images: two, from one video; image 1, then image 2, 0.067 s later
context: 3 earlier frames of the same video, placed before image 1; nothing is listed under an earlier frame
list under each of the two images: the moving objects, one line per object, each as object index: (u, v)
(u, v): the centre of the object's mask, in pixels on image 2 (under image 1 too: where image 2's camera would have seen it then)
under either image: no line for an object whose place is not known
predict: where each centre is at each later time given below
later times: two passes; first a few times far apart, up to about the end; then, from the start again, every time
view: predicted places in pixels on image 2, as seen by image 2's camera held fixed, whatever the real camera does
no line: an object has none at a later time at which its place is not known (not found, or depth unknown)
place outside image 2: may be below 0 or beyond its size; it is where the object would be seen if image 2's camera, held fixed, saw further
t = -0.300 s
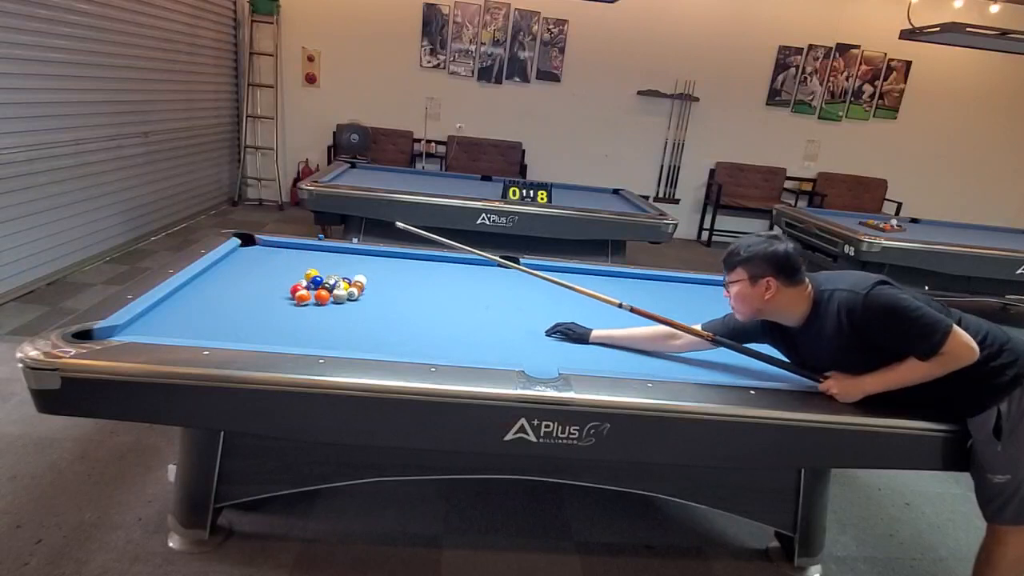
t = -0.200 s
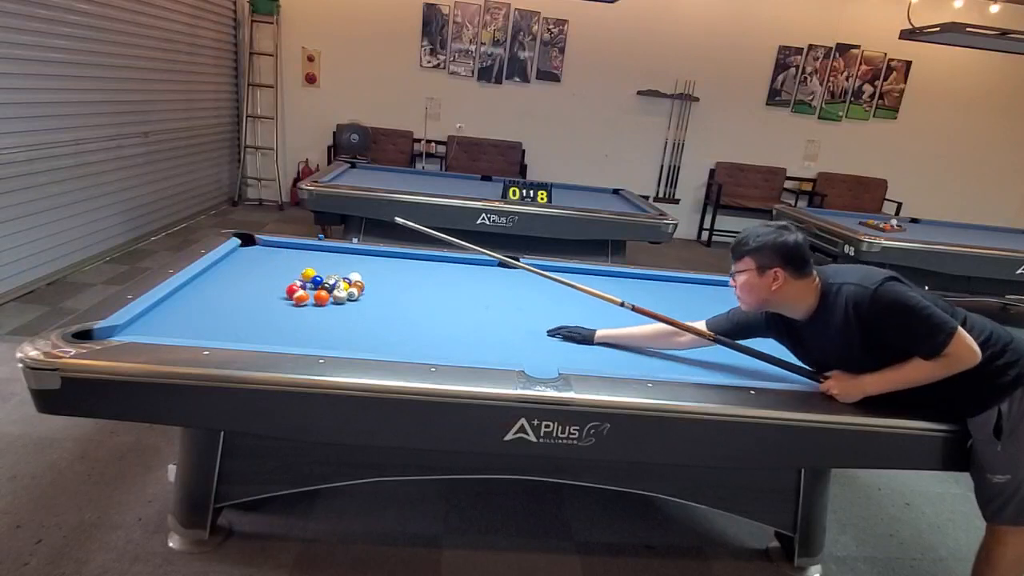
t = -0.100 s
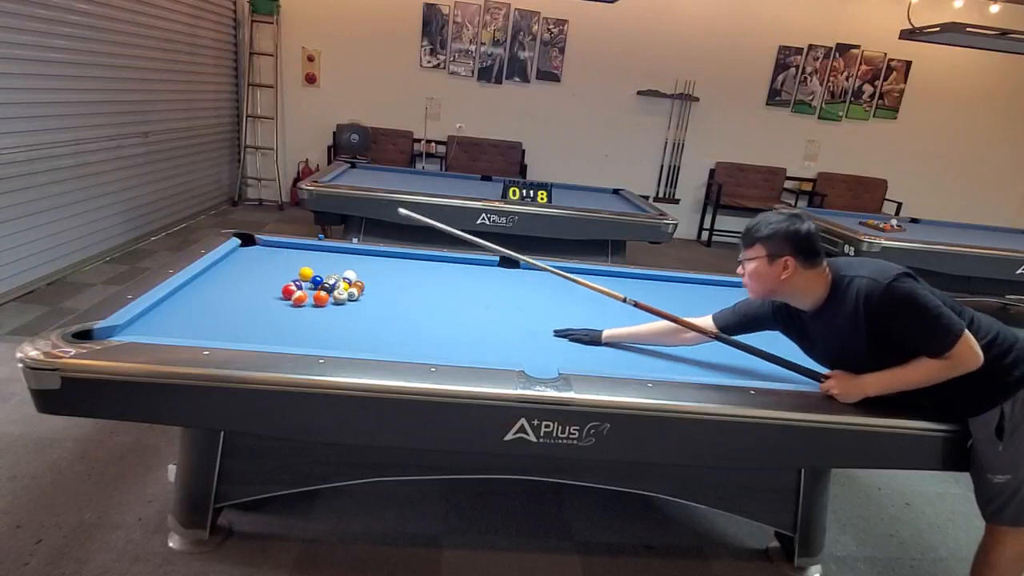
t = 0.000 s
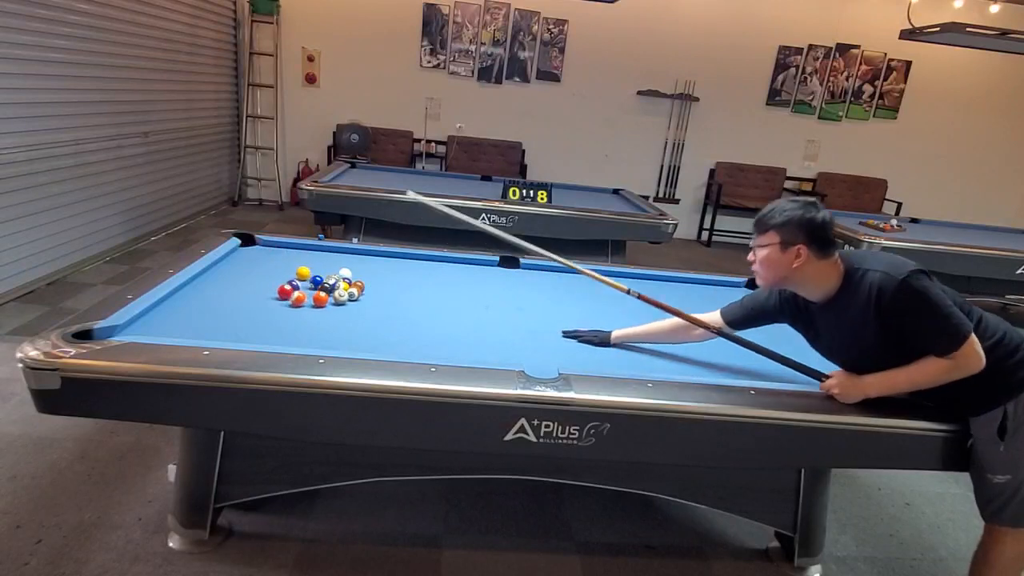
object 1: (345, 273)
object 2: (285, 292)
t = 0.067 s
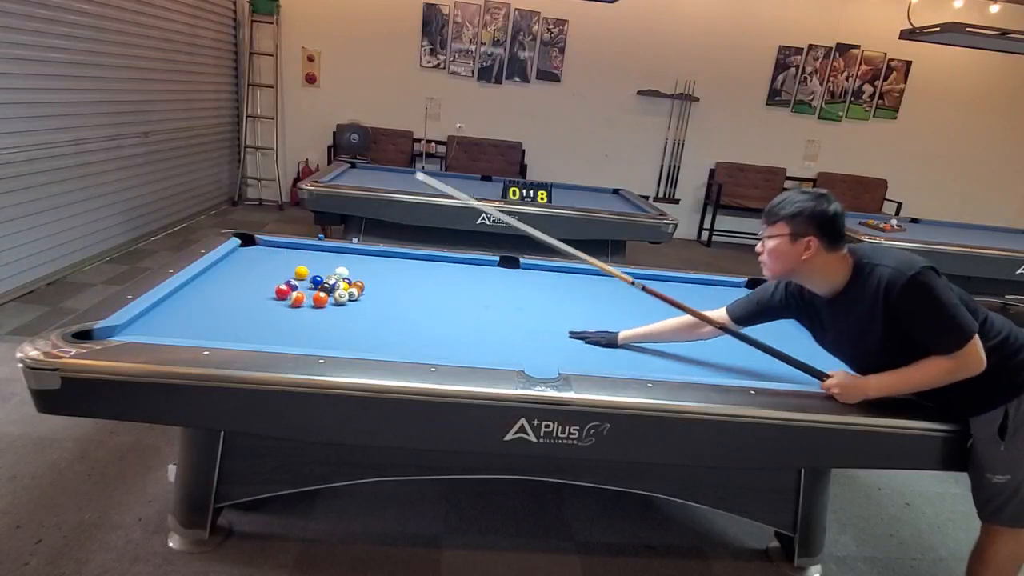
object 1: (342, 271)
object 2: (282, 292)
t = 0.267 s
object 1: (334, 268)
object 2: (276, 292)
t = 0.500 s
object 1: (324, 265)
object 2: (269, 292)
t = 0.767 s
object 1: (315, 261)
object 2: (263, 292)
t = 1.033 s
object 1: (308, 257)
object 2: (258, 292)
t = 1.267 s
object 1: (301, 254)
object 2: (256, 293)
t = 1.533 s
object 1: (295, 251)
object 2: (256, 292)
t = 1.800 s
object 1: (289, 248)
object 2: (256, 293)
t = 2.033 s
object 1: (285, 246)
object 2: (256, 293)
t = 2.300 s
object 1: (277, 245)
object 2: (256, 293)
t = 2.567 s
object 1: (269, 245)
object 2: (256, 293)
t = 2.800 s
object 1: (261, 245)
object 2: (256, 293)
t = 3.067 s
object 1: (255, 245)
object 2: (256, 293)
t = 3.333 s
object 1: (249, 245)
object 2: (255, 293)
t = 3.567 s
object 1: (246, 245)
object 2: (255, 293)
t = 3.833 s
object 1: (247, 246)
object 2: (256, 293)
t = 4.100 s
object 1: (247, 246)
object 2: (256, 293)
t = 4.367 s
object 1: (247, 247)
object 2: (256, 293)
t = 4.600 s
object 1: (247, 247)
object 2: (256, 293)
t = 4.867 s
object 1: (248, 247)
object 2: (256, 293)
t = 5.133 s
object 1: (248, 247)
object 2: (256, 293)
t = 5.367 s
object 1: (248, 247)
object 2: (255, 293)
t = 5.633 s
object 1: (248, 247)
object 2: (256, 293)
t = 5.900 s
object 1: (248, 247)
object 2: (255, 293)
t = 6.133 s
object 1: (248, 247)
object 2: (256, 293)
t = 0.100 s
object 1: (341, 271)
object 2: (281, 292)
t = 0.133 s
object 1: (339, 270)
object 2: (280, 292)
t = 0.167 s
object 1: (338, 270)
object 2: (279, 292)
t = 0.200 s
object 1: (336, 269)
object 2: (278, 292)
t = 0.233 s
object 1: (335, 269)
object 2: (277, 292)
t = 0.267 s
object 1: (334, 268)
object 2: (276, 292)
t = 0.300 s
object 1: (332, 268)
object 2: (275, 292)
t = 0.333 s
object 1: (331, 268)
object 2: (274, 292)
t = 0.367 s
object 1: (330, 267)
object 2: (272, 292)
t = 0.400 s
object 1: (328, 267)
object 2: (271, 292)
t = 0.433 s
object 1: (327, 266)
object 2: (271, 292)
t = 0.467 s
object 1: (326, 266)
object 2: (270, 292)
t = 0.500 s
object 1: (324, 265)
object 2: (269, 292)
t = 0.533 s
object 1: (323, 265)
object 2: (268, 292)
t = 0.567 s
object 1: (322, 264)
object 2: (267, 292)
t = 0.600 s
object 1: (321, 264)
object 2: (266, 292)
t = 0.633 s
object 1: (320, 263)
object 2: (265, 292)
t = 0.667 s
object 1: (318, 263)
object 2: (265, 292)
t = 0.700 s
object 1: (317, 262)
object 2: (264, 292)
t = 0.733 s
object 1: (316, 262)
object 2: (263, 292)
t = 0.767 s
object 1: (315, 261)
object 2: (263, 292)
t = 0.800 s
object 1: (314, 261)
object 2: (262, 292)
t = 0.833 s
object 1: (313, 260)
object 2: (261, 292)
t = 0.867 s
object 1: (312, 260)
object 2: (261, 292)
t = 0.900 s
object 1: (311, 259)
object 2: (260, 292)
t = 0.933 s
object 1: (310, 258)
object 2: (259, 292)
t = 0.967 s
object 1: (309, 258)
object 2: (259, 292)
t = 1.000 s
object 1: (308, 258)
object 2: (259, 292)
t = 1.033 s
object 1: (308, 257)
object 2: (258, 292)
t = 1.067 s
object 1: (306, 257)
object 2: (258, 292)
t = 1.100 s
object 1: (305, 256)
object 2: (257, 292)
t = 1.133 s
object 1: (305, 256)
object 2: (257, 292)
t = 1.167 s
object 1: (304, 255)
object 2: (257, 292)
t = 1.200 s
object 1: (303, 255)
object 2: (256, 292)
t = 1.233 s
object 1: (302, 254)
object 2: (256, 292)
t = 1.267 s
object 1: (301, 254)
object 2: (256, 293)
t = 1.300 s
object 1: (300, 253)
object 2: (256, 292)
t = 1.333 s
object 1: (300, 253)
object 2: (256, 292)
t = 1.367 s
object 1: (299, 253)
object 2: (256, 292)
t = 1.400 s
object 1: (298, 252)
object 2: (256, 292)
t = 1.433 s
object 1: (297, 252)
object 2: (255, 293)
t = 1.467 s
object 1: (296, 252)
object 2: (255, 292)
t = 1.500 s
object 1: (295, 251)
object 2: (256, 292)
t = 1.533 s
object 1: (295, 251)
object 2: (256, 292)
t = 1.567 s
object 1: (294, 251)
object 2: (256, 292)
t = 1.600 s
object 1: (293, 250)
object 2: (256, 292)
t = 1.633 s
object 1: (292, 250)
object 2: (255, 293)
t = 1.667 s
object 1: (292, 250)
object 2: (256, 293)
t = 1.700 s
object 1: (291, 249)
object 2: (256, 293)
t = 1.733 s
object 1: (290, 249)
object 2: (256, 293)
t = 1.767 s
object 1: (290, 249)
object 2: (256, 293)
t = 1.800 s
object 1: (289, 248)
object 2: (256, 293)
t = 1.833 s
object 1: (288, 248)
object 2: (256, 293)
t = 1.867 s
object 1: (288, 248)
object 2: (256, 293)
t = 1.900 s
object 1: (287, 247)
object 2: (256, 293)
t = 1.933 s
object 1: (286, 247)
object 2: (256, 293)
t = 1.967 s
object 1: (286, 246)
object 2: (256, 293)
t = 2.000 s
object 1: (285, 246)
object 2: (256, 293)
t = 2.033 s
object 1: (285, 246)
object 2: (256, 293)
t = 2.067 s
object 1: (284, 246)
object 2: (256, 293)
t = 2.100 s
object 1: (283, 246)
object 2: (256, 293)
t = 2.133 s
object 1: (283, 245)
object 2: (256, 293)
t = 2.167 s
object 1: (282, 245)
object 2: (256, 293)
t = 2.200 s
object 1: (281, 245)
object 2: (256, 293)
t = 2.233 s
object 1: (280, 245)
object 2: (256, 293)
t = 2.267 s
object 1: (279, 245)
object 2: (256, 293)
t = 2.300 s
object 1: (277, 245)
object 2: (256, 293)
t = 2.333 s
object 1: (276, 245)
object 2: (256, 293)
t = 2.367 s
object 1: (275, 245)
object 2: (256, 293)
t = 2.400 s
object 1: (274, 245)
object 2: (256, 293)
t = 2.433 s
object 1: (273, 245)
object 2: (255, 293)
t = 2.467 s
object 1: (272, 245)
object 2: (256, 293)
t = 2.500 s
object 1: (270, 245)
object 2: (256, 293)
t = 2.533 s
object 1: (269, 245)
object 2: (256, 293)
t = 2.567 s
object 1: (269, 245)
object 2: (256, 293)
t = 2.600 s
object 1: (267, 245)
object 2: (256, 293)
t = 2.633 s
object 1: (266, 245)
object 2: (255, 293)
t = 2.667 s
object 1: (265, 245)
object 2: (256, 293)
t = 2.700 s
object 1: (264, 245)
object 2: (256, 293)
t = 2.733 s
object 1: (263, 245)
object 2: (256, 293)
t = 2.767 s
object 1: (262, 245)
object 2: (256, 293)
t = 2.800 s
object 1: (261, 245)
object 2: (256, 293)
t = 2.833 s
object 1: (261, 245)
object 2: (256, 293)
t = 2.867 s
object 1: (260, 245)
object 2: (256, 293)
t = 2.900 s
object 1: (259, 245)
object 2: (255, 293)
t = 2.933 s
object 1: (258, 245)
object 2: (255, 293)
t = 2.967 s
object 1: (257, 245)
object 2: (255, 293)
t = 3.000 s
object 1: (257, 245)
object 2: (256, 293)
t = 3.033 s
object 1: (255, 245)
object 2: (256, 293)
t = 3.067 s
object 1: (255, 245)
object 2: (256, 293)
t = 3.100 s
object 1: (254, 245)
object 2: (256, 293)
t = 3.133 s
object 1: (253, 245)
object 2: (256, 293)
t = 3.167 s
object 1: (253, 245)
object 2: (256, 293)
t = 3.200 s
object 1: (252, 245)
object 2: (256, 293)
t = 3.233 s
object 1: (251, 245)
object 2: (256, 293)
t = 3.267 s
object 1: (251, 245)
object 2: (256, 293)
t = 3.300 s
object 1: (250, 245)
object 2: (256, 293)
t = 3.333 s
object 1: (249, 245)
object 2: (255, 293)
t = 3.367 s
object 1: (249, 245)
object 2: (255, 293)
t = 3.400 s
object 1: (248, 245)
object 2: (255, 293)
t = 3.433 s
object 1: (248, 245)
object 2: (256, 293)
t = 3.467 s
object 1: (247, 245)
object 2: (256, 292)
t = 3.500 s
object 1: (247, 245)
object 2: (256, 293)
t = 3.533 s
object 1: (246, 245)
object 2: (256, 292)
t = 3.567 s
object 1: (246, 245)
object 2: (255, 293)
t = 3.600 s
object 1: (246, 245)
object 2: (256, 293)
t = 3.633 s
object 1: (246, 245)
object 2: (255, 293)
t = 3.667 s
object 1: (246, 245)
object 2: (256, 293)
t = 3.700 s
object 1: (246, 246)
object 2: (256, 293)
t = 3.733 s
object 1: (246, 246)
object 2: (256, 293)
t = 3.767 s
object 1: (246, 246)
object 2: (256, 293)
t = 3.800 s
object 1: (246, 246)
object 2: (256, 293)
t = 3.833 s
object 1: (247, 246)
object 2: (256, 293)
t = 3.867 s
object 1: (247, 246)
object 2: (256, 293)
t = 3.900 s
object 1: (247, 246)
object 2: (255, 293)
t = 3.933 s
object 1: (247, 246)
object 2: (256, 293)
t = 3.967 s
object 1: (247, 246)
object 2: (256, 293)
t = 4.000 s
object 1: (247, 246)
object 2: (256, 293)
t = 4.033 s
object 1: (247, 246)
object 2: (256, 293)
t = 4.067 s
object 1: (247, 246)
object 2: (256, 293)
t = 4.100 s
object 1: (247, 246)
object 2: (256, 293)
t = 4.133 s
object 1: (247, 247)
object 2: (256, 293)
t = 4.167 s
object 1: (247, 246)
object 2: (256, 293)
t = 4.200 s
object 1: (247, 246)
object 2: (256, 293)
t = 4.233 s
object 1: (247, 247)
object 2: (256, 293)
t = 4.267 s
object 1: (247, 247)
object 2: (256, 293)
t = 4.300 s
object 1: (247, 247)
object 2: (256, 293)
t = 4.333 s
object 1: (247, 247)
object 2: (256, 293)
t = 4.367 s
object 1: (247, 247)
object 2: (256, 293)
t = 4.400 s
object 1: (247, 247)
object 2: (256, 293)
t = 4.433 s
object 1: (247, 247)
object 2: (256, 293)
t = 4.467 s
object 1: (247, 247)
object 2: (256, 293)
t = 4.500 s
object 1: (247, 247)
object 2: (256, 293)
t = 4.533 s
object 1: (247, 247)
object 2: (256, 293)
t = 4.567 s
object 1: (247, 247)
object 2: (256, 293)
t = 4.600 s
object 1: (247, 247)
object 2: (256, 293)
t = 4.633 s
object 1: (247, 247)
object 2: (256, 293)
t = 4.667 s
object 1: (247, 247)
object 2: (256, 293)
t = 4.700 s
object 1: (247, 247)
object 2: (256, 293)
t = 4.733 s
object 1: (247, 247)
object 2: (256, 293)
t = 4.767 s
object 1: (247, 247)
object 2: (256, 293)
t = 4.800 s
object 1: (247, 247)
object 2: (256, 293)
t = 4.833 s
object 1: (247, 247)
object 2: (255, 293)
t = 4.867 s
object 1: (248, 247)
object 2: (256, 293)
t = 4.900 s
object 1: (247, 247)
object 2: (256, 293)
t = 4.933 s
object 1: (248, 247)
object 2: (256, 293)
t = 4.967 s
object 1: (248, 247)
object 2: (256, 293)
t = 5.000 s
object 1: (248, 247)
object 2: (256, 293)
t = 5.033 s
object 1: (248, 247)
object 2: (256, 293)
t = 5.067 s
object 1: (248, 247)
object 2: (256, 293)
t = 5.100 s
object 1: (248, 247)
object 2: (256, 293)
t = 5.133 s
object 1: (248, 247)
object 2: (256, 293)
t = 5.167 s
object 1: (248, 247)
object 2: (256, 293)
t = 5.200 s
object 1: (248, 247)
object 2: (255, 293)
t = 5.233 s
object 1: (248, 247)
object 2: (256, 293)
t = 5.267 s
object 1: (248, 247)
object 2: (255, 293)
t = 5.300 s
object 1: (248, 247)
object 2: (255, 293)
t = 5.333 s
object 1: (248, 247)
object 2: (255, 293)
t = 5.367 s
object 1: (248, 247)
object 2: (255, 293)
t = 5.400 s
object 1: (248, 247)
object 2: (256, 293)
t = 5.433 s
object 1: (248, 247)
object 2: (256, 293)
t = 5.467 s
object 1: (248, 247)
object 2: (256, 293)
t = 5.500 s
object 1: (248, 247)
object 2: (255, 292)
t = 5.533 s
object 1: (248, 247)
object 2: (255, 292)
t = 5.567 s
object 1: (248, 247)
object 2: (255, 293)
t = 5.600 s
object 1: (248, 247)
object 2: (256, 293)
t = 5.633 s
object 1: (248, 247)
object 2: (256, 293)
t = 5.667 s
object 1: (248, 247)
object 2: (256, 293)
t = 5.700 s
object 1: (248, 247)
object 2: (256, 292)
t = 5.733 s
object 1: (248, 247)
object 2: (256, 293)
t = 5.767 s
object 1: (248, 247)
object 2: (255, 292)
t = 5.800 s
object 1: (248, 247)
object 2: (255, 292)
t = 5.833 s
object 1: (248, 247)
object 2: (255, 292)
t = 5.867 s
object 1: (248, 247)
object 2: (256, 292)
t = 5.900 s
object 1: (248, 247)
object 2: (255, 293)
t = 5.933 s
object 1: (248, 247)
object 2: (255, 293)
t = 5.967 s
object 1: (248, 247)
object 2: (255, 293)
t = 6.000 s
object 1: (248, 247)
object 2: (255, 293)
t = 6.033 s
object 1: (248, 247)
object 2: (255, 292)
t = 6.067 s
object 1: (248, 247)
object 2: (256, 293)
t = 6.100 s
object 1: (248, 247)
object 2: (256, 293)
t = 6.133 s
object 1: (248, 247)
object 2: (256, 293)
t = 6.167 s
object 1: (248, 247)
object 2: (255, 293)
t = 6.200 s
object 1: (248, 247)
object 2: (256, 293)
